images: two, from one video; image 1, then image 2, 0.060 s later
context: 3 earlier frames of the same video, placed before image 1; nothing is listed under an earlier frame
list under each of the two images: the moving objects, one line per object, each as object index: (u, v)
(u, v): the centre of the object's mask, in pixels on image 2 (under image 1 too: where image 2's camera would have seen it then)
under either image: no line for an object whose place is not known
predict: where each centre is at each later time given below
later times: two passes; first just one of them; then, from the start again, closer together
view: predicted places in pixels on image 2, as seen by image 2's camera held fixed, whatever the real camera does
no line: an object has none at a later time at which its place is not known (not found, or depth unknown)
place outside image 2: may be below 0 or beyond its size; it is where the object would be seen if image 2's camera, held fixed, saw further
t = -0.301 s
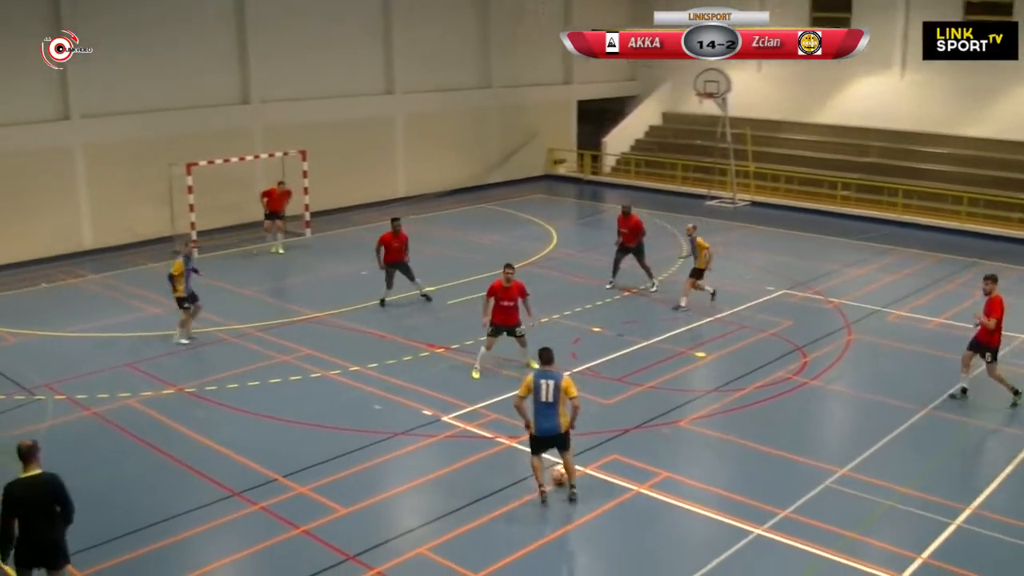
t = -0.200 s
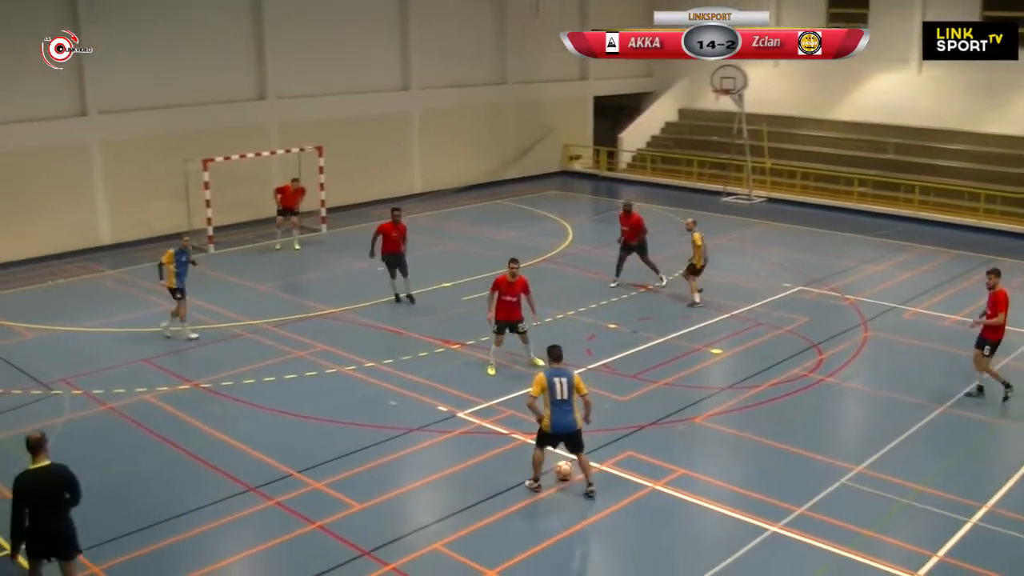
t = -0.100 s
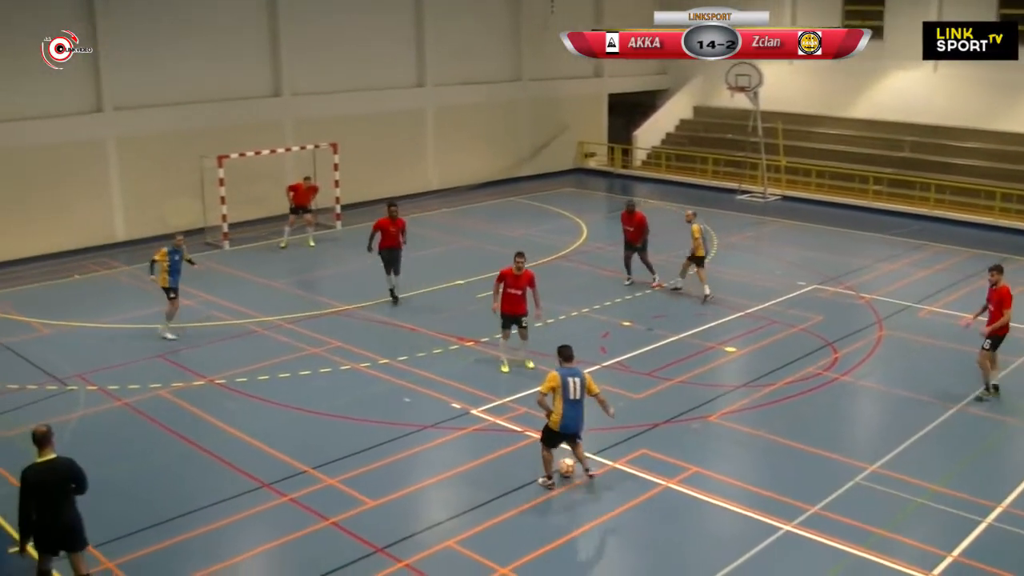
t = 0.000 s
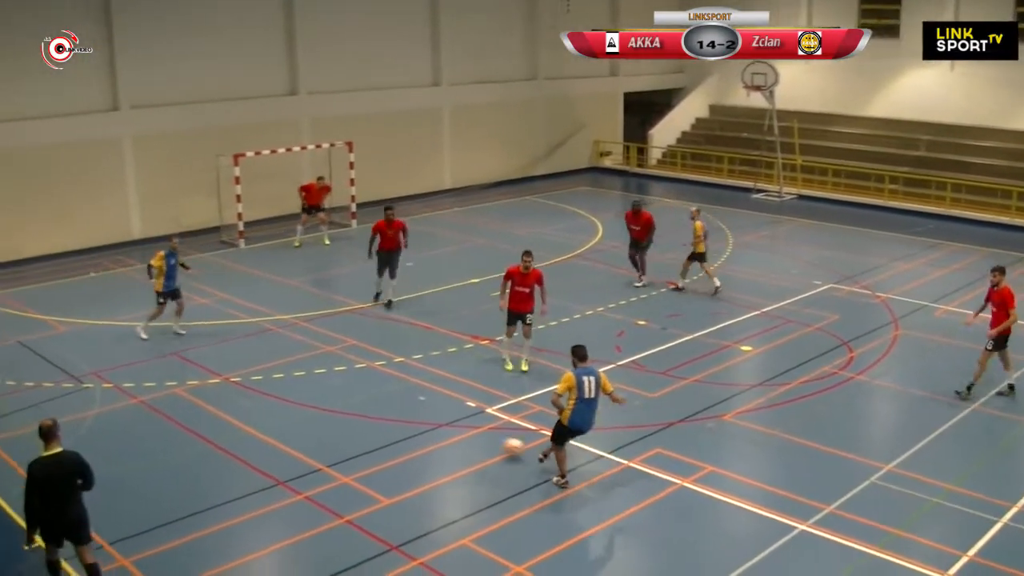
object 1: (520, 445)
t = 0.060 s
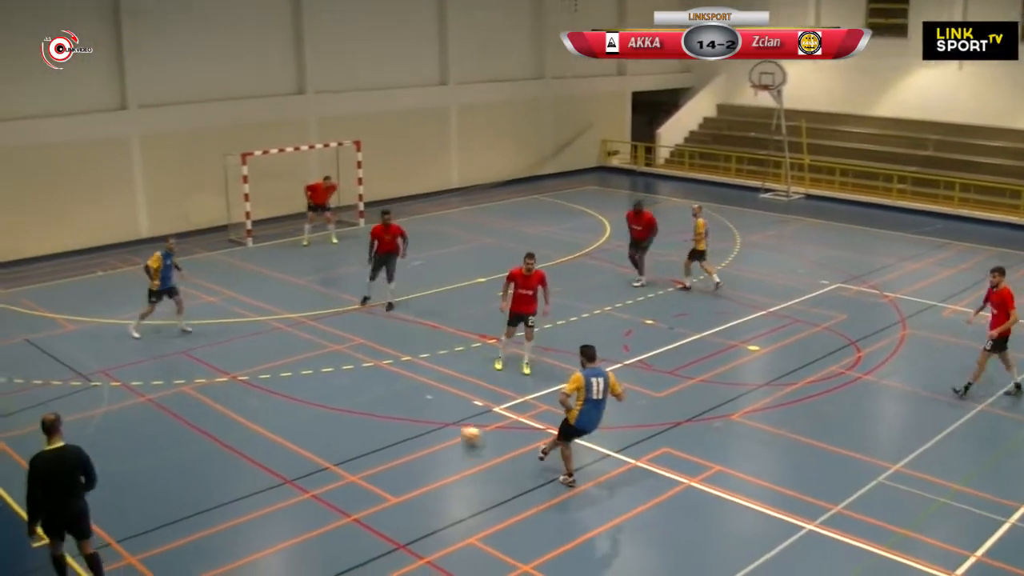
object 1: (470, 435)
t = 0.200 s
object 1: (372, 414)
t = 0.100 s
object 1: (439, 429)
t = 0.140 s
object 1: (411, 423)
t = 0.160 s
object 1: (398, 420)
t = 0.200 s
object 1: (372, 414)
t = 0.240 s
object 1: (348, 409)
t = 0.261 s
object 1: (338, 406)
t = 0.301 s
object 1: (316, 401)
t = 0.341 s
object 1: (297, 397)
